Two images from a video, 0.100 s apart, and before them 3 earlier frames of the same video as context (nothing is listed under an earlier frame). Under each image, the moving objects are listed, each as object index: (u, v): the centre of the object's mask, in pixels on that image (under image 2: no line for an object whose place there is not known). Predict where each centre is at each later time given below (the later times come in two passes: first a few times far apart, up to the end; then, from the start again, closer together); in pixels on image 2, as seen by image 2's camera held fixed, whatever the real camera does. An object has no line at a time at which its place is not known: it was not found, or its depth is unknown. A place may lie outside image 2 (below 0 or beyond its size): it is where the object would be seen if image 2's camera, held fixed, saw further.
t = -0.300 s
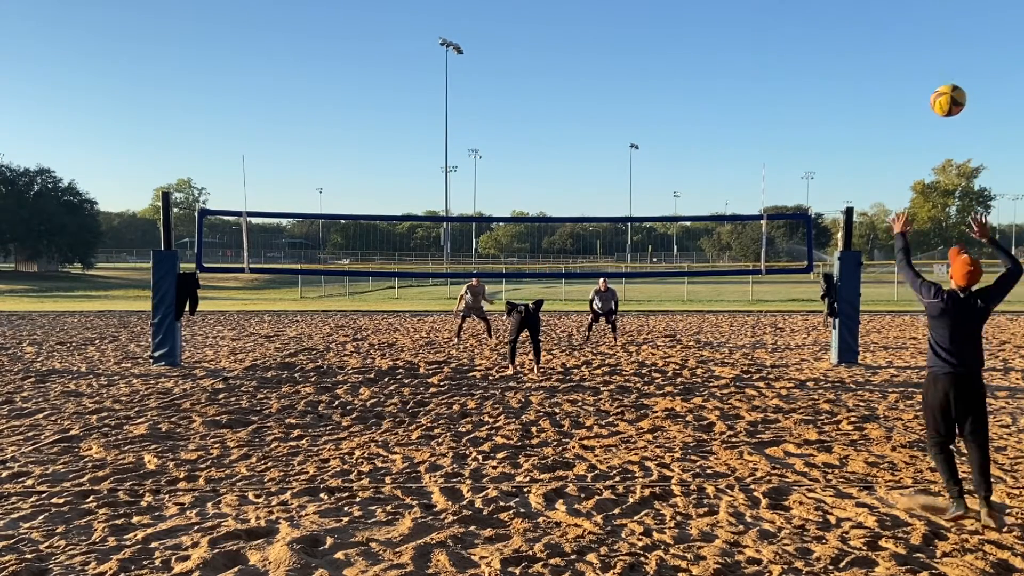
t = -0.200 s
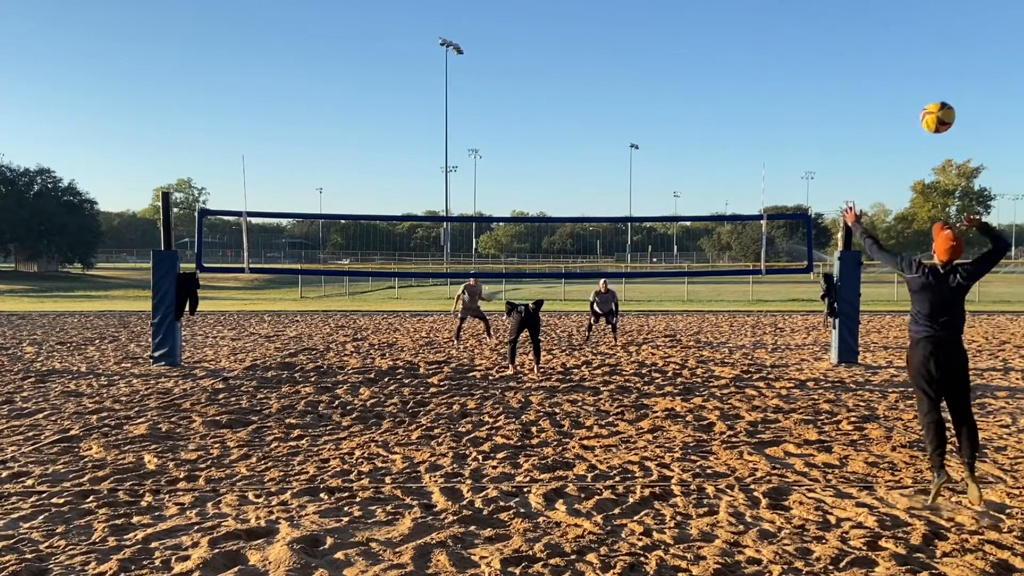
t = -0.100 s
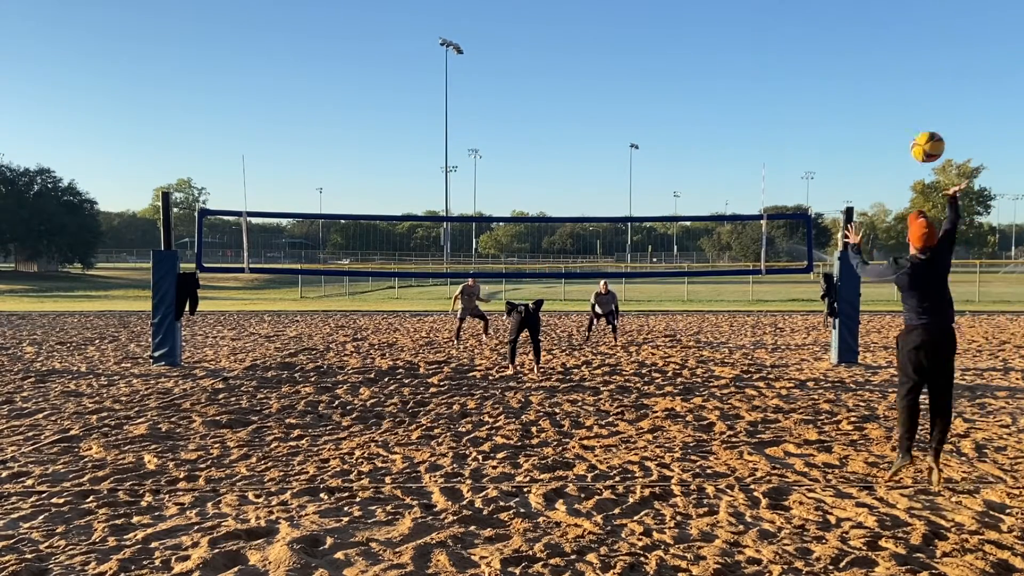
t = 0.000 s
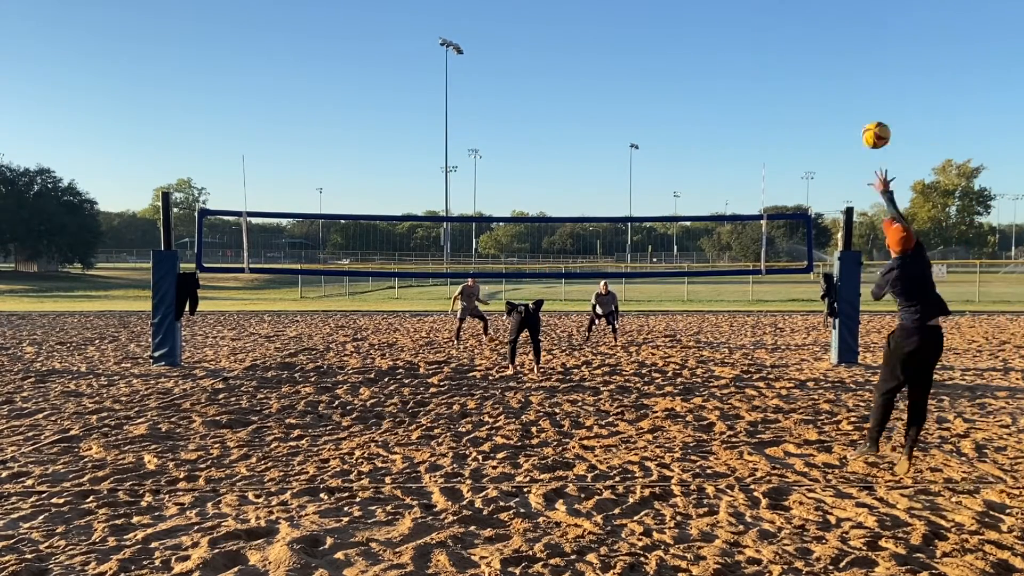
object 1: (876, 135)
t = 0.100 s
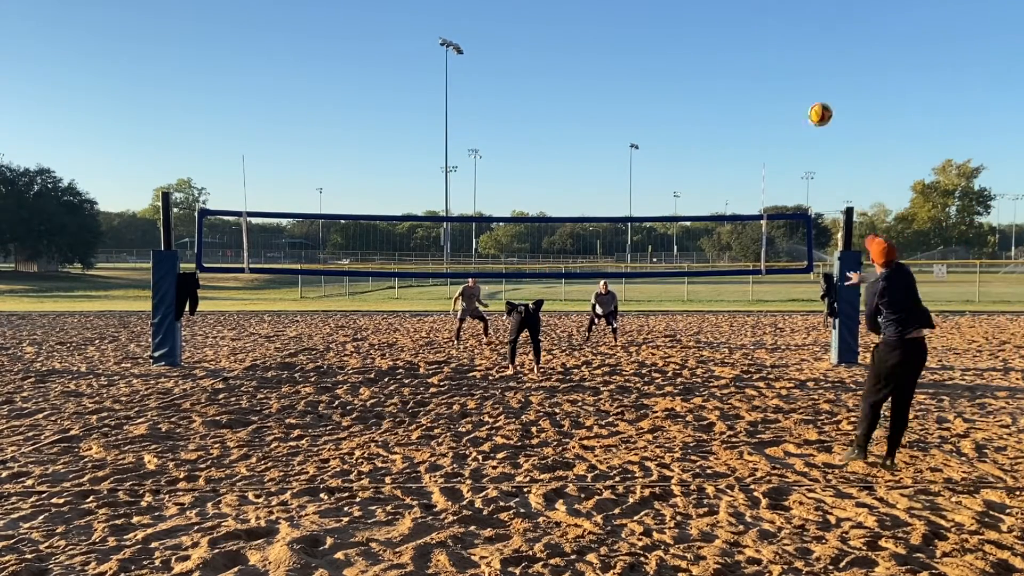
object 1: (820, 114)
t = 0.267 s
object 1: (758, 114)
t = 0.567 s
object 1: (688, 167)
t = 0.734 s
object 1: (664, 208)
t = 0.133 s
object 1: (805, 112)
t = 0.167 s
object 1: (792, 110)
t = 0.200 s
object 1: (779, 111)
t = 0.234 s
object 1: (768, 112)
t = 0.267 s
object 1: (758, 114)
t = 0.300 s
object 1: (748, 118)
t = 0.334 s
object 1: (739, 122)
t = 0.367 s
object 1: (730, 127)
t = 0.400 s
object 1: (722, 132)
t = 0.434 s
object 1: (714, 138)
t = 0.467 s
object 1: (707, 145)
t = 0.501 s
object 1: (700, 152)
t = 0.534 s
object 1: (694, 159)
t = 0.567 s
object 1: (688, 167)
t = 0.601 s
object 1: (683, 175)
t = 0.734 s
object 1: (664, 208)
